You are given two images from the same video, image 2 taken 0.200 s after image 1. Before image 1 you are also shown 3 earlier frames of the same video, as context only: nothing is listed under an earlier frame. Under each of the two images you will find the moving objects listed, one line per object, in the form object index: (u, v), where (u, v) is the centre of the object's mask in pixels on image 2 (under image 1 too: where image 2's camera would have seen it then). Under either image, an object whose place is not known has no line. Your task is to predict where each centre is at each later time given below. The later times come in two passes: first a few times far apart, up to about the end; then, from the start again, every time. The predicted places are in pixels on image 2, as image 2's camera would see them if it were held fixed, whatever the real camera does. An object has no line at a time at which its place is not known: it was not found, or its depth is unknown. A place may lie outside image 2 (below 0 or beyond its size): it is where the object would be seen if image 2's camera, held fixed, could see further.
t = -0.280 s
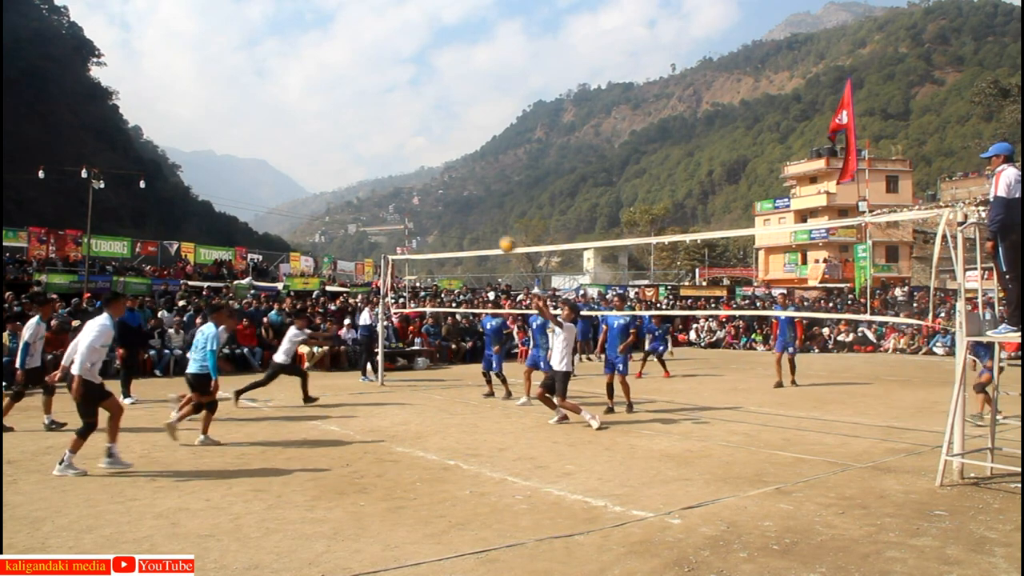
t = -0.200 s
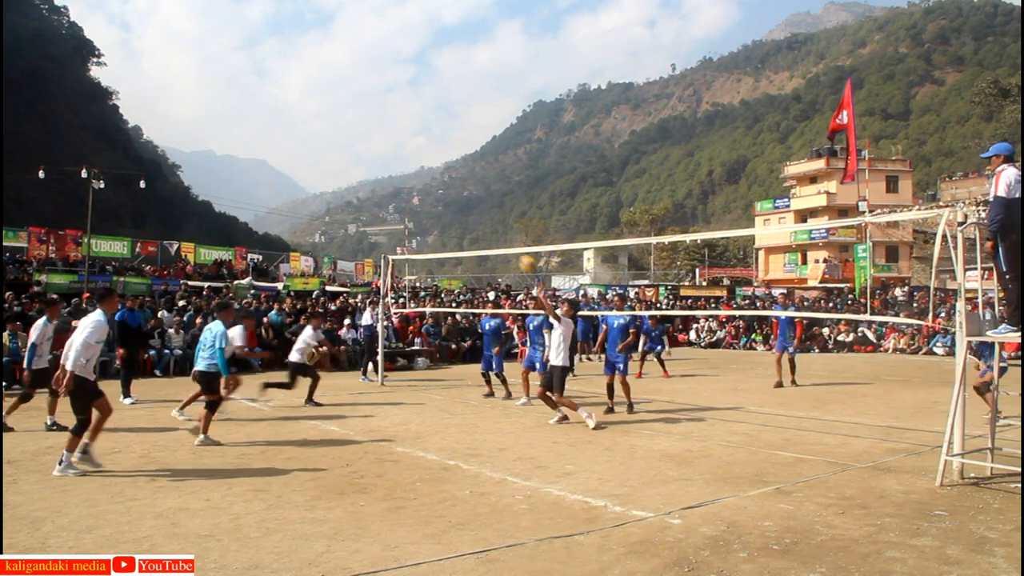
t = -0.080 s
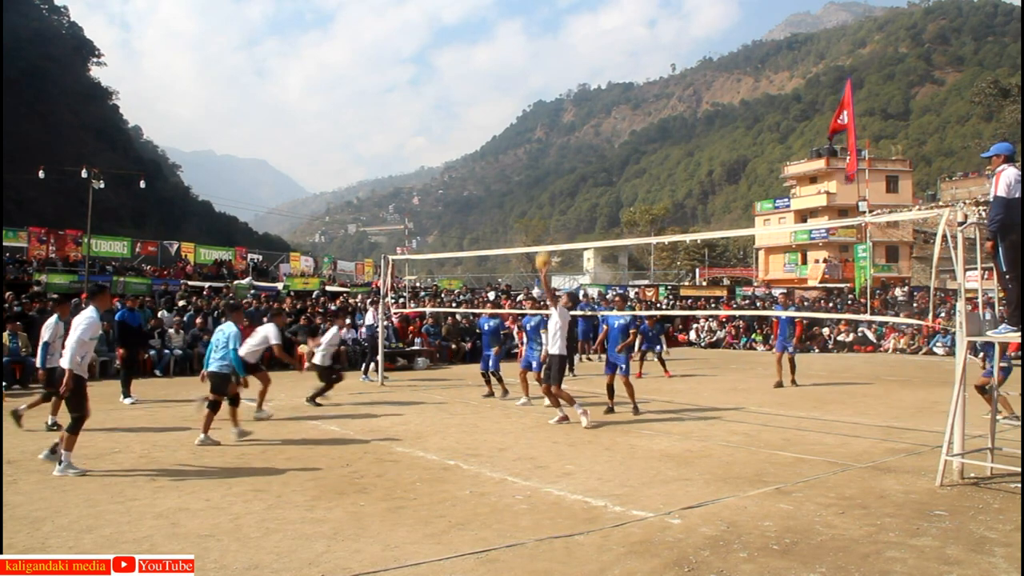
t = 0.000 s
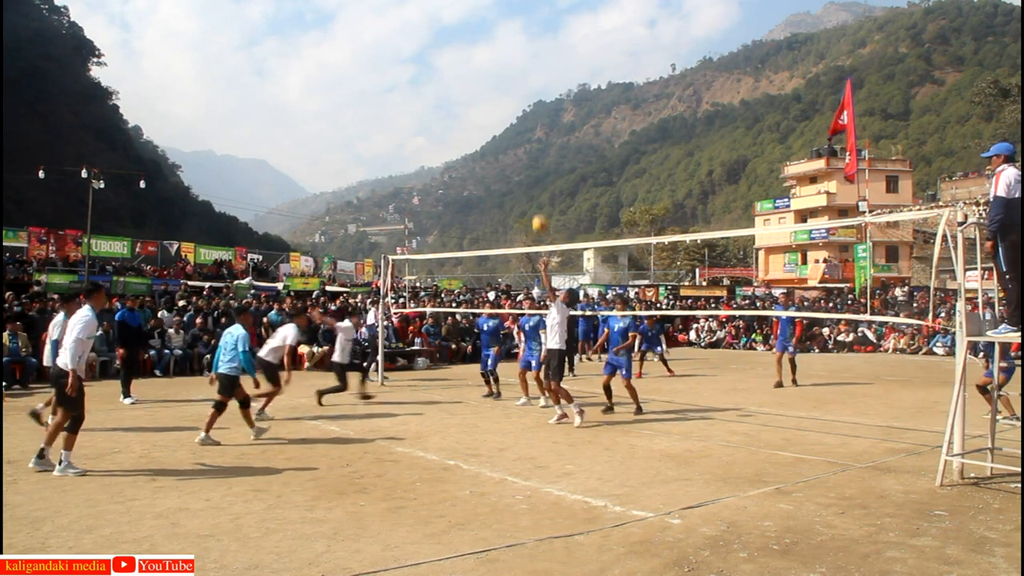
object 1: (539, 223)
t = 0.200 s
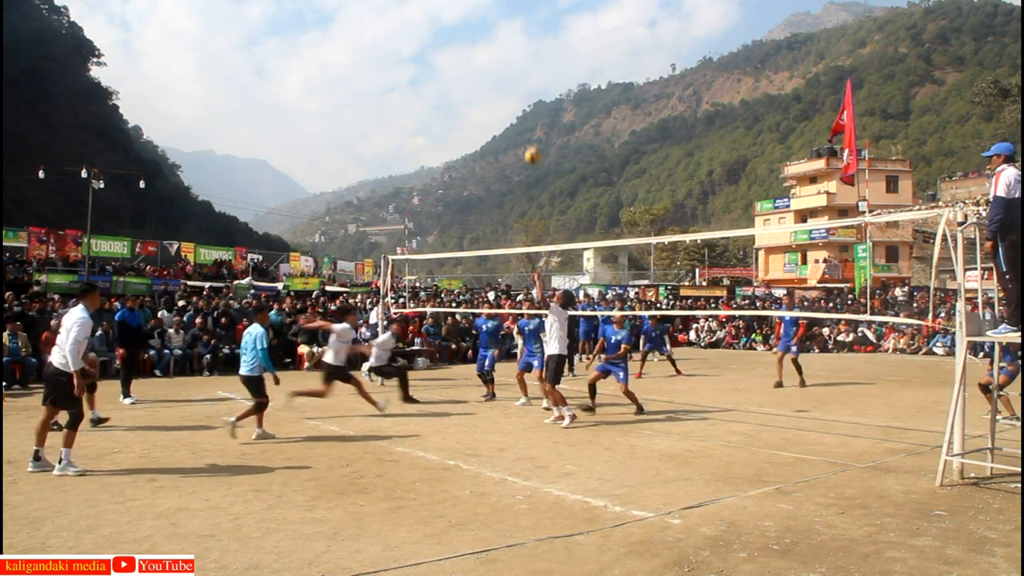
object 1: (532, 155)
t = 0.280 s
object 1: (530, 136)
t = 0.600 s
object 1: (519, 108)
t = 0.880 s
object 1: (509, 138)
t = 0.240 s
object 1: (531, 145)
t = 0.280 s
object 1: (530, 136)
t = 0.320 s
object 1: (528, 129)
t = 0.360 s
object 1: (527, 122)
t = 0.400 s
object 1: (525, 117)
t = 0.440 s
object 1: (525, 114)
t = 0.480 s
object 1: (523, 110)
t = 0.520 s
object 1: (521, 108)
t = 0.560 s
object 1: (520, 107)
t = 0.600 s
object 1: (519, 108)
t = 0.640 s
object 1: (518, 109)
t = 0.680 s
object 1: (516, 111)
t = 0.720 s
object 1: (516, 114)
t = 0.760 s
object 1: (514, 118)
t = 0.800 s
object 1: (513, 124)
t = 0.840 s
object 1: (510, 131)
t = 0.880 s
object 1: (509, 138)
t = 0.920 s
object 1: (508, 147)
